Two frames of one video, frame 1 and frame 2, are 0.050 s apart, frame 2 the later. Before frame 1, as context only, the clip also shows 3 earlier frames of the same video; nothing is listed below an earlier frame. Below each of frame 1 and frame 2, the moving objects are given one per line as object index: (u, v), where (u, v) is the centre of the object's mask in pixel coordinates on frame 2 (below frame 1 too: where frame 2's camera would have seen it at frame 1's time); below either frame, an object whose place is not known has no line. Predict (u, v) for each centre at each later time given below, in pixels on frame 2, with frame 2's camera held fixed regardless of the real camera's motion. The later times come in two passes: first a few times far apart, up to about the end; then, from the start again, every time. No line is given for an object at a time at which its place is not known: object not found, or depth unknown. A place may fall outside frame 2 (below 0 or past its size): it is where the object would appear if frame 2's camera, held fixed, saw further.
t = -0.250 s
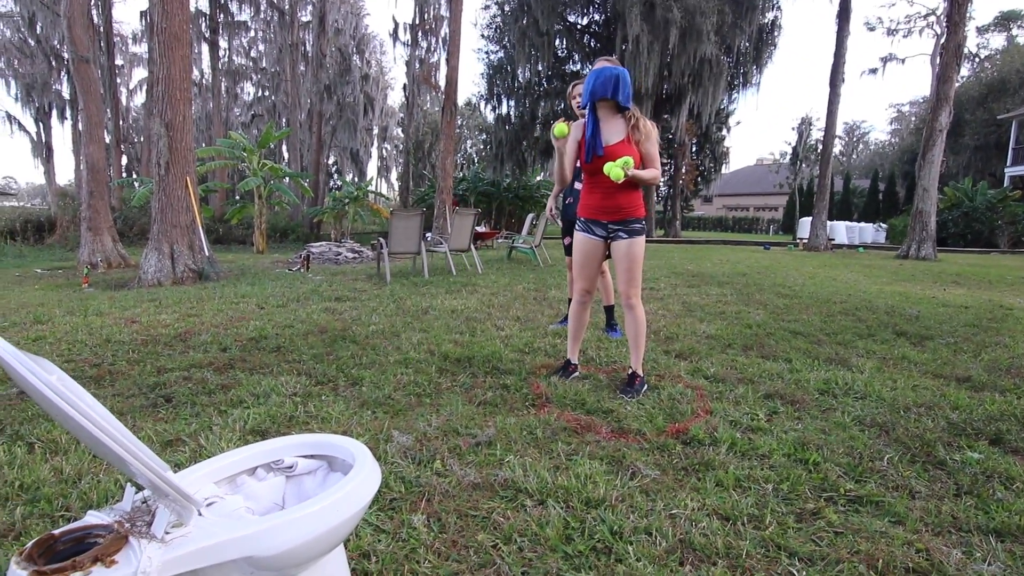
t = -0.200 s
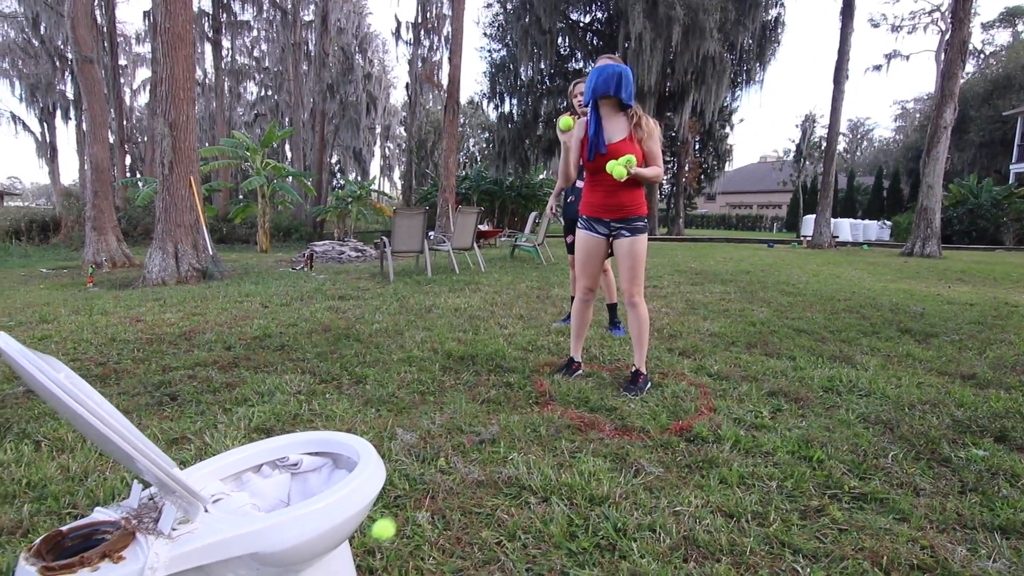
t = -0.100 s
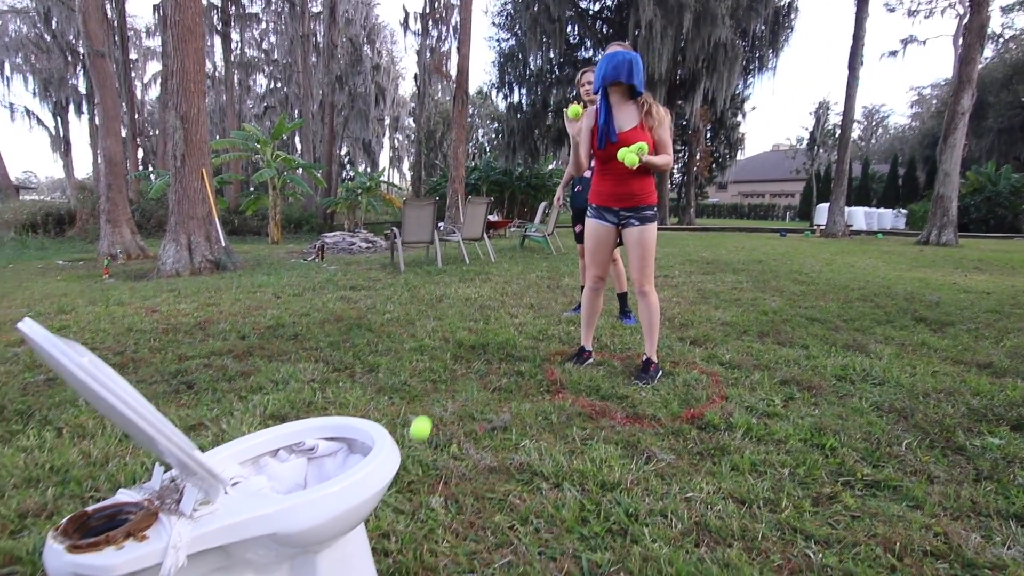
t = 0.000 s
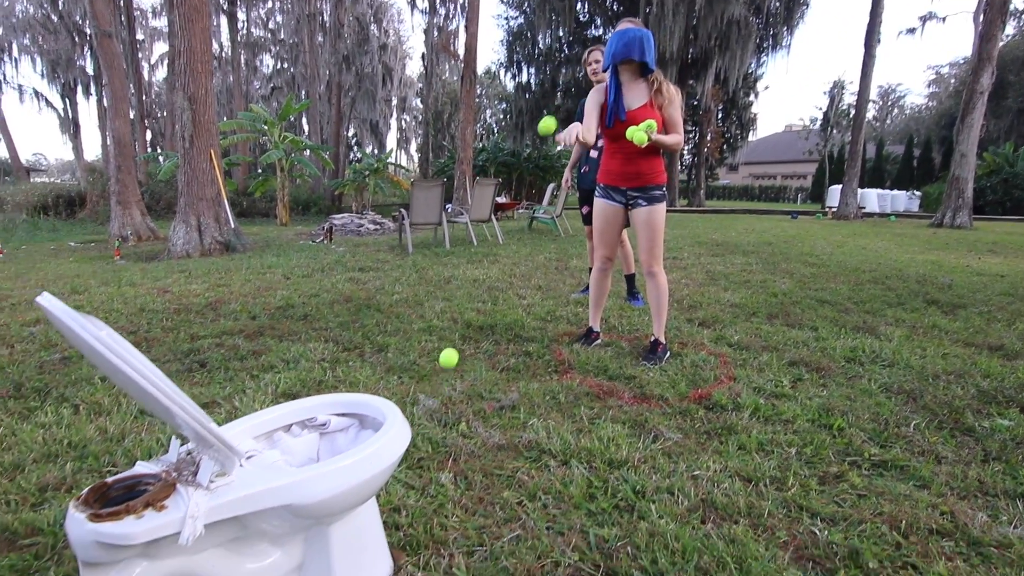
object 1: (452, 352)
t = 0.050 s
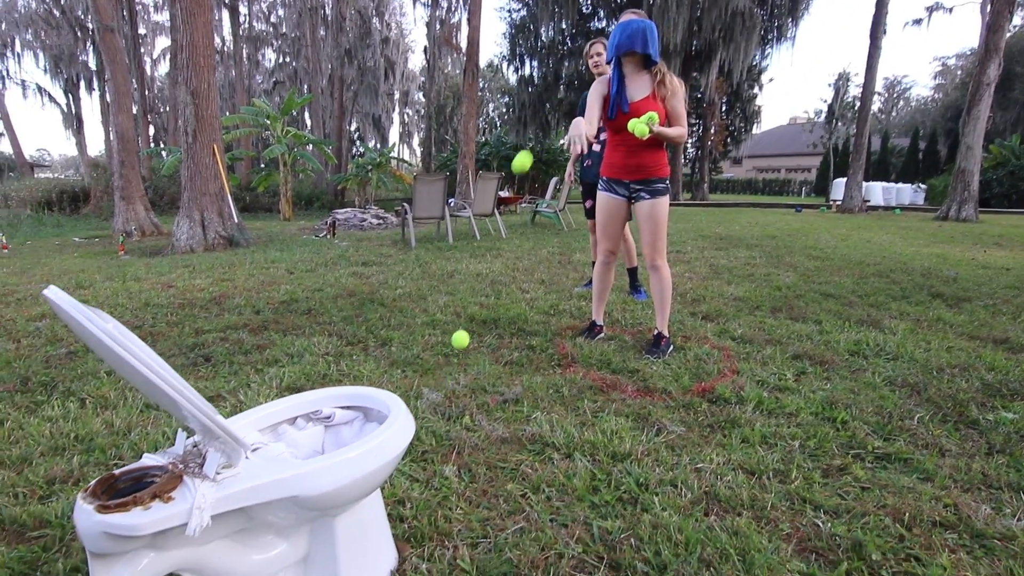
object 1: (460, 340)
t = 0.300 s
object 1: (491, 364)
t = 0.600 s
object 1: (514, 333)
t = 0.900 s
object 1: (524, 313)
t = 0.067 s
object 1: (463, 337)
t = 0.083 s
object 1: (465, 335)
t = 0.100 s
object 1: (468, 334)
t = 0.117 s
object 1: (470, 334)
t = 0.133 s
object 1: (472, 334)
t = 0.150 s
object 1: (475, 334)
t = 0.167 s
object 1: (477, 336)
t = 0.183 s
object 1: (479, 338)
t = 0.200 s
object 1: (480, 340)
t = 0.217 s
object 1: (482, 343)
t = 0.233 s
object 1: (484, 346)
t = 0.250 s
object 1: (486, 351)
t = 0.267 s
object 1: (488, 355)
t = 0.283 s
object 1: (489, 359)
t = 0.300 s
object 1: (491, 364)
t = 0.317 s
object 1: (493, 368)
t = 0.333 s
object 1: (495, 364)
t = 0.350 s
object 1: (496, 359)
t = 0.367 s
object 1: (497, 354)
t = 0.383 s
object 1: (499, 350)
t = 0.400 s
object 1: (500, 346)
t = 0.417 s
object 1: (502, 343)
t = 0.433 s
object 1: (503, 341)
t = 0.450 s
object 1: (504, 339)
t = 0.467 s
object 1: (505, 337)
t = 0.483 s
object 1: (507, 336)
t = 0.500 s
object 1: (508, 336)
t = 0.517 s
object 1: (509, 335)
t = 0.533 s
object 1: (510, 336)
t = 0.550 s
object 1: (511, 336)
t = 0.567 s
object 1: (512, 337)
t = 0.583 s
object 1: (513, 336)
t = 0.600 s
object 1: (514, 333)
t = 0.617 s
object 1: (515, 331)
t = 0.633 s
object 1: (515, 328)
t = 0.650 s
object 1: (516, 325)
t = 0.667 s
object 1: (517, 323)
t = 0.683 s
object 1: (518, 322)
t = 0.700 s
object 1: (519, 320)
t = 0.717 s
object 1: (519, 319)
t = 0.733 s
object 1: (520, 319)
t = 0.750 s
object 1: (521, 318)
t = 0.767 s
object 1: (521, 318)
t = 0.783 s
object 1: (522, 318)
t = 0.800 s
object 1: (522, 318)
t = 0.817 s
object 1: (523, 317)
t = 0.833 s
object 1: (523, 317)
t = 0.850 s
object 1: (523, 316)
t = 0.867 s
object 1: (524, 315)
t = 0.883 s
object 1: (524, 314)
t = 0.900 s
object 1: (524, 313)
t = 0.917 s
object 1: (524, 313)
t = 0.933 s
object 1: (524, 313)
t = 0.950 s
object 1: (524, 312)
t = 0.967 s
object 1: (525, 312)
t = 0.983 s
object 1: (525, 312)
